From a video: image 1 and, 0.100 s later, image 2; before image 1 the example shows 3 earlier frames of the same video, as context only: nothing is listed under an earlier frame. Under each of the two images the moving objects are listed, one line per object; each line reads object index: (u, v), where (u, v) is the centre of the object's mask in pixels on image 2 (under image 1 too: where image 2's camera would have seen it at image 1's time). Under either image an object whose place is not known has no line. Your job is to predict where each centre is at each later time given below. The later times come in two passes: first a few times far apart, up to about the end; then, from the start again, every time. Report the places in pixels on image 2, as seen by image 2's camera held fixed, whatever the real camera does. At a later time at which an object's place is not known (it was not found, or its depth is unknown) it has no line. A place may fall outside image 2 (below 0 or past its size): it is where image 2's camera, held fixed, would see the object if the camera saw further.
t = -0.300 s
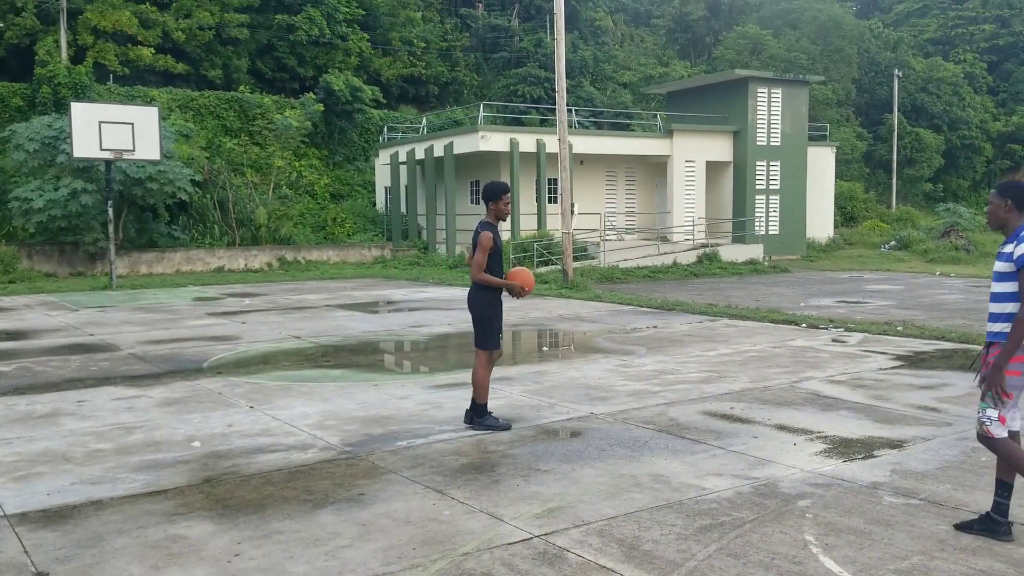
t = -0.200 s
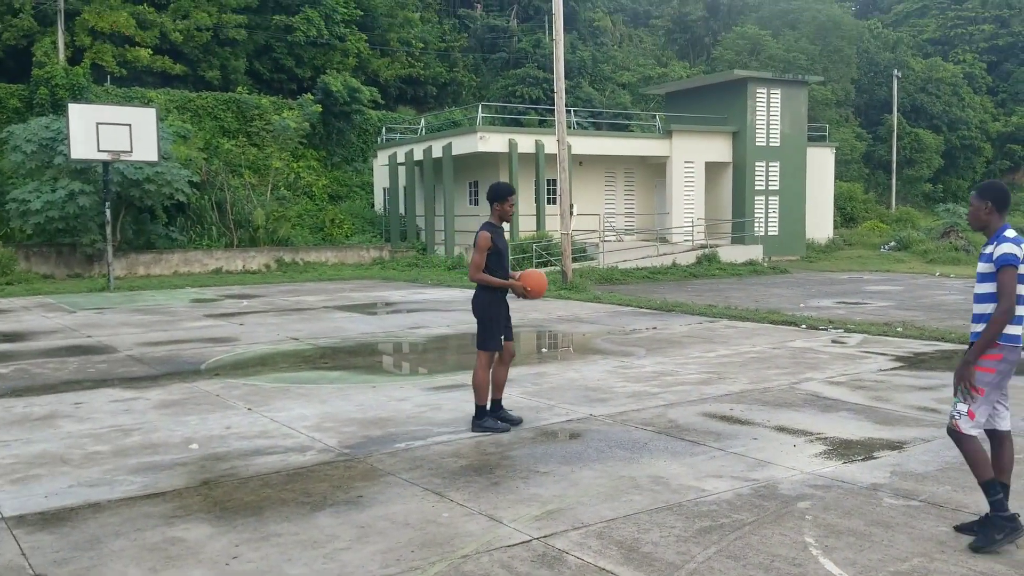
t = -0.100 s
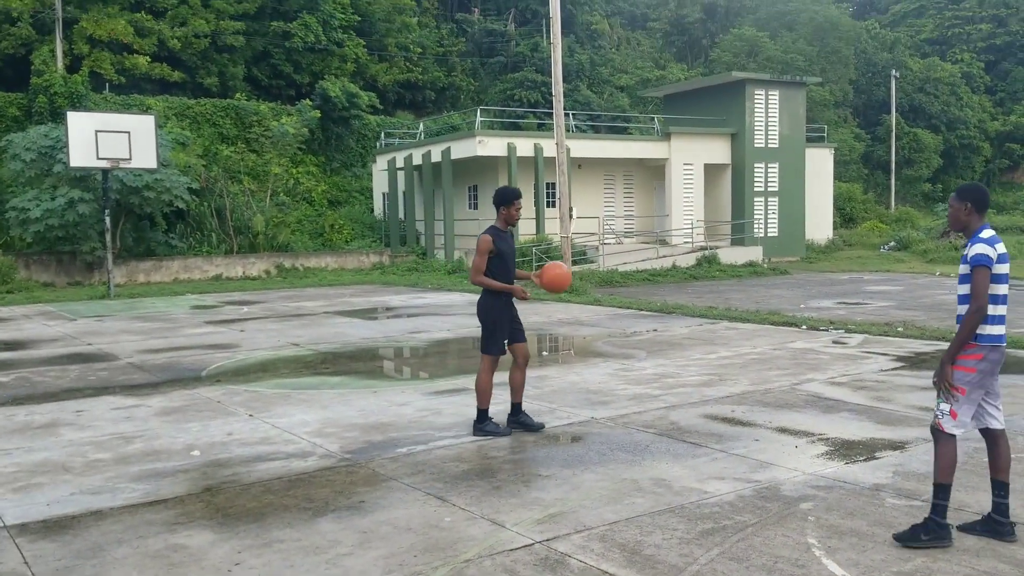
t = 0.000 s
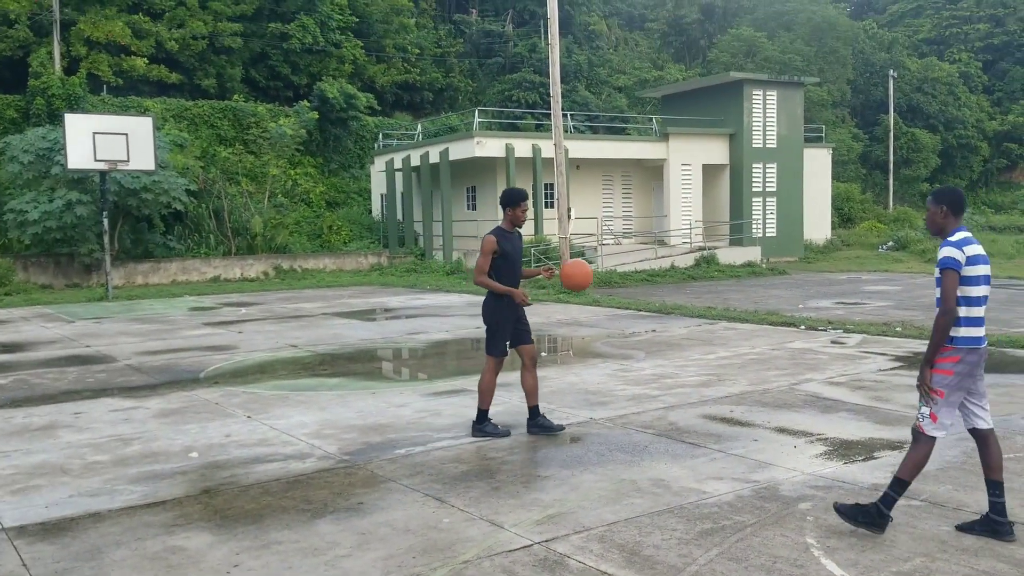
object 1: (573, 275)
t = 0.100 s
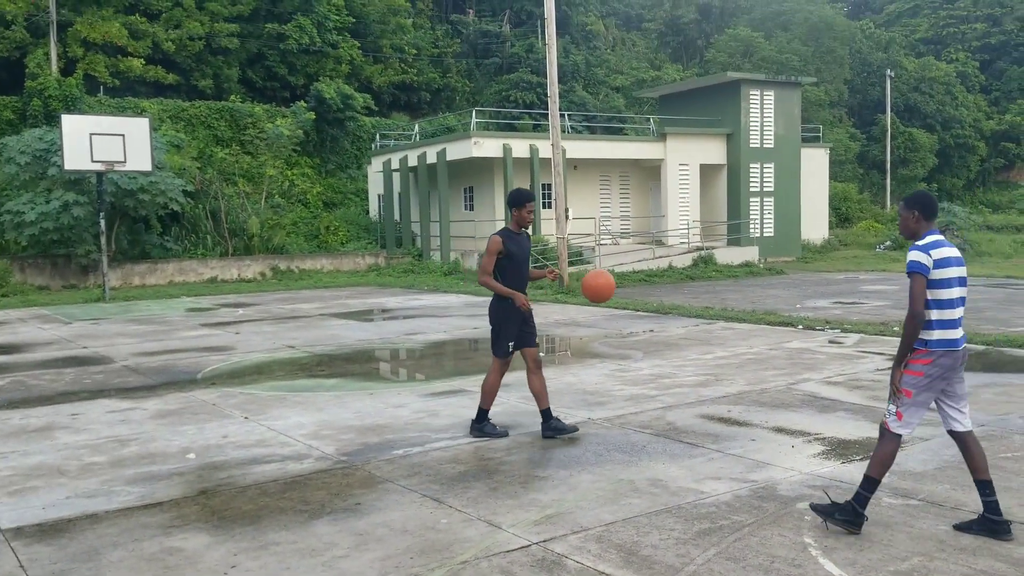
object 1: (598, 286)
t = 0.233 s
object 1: (633, 323)
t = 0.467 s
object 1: (703, 463)
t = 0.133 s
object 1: (607, 293)
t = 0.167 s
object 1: (616, 301)
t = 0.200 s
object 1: (624, 311)
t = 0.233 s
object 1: (633, 323)
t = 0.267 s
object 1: (642, 337)
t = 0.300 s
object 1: (652, 354)
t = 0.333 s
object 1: (661, 371)
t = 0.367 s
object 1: (671, 391)
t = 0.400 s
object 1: (681, 413)
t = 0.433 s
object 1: (692, 437)
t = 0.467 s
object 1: (703, 463)
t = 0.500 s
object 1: (711, 464)
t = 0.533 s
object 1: (719, 445)
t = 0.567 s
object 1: (727, 426)
